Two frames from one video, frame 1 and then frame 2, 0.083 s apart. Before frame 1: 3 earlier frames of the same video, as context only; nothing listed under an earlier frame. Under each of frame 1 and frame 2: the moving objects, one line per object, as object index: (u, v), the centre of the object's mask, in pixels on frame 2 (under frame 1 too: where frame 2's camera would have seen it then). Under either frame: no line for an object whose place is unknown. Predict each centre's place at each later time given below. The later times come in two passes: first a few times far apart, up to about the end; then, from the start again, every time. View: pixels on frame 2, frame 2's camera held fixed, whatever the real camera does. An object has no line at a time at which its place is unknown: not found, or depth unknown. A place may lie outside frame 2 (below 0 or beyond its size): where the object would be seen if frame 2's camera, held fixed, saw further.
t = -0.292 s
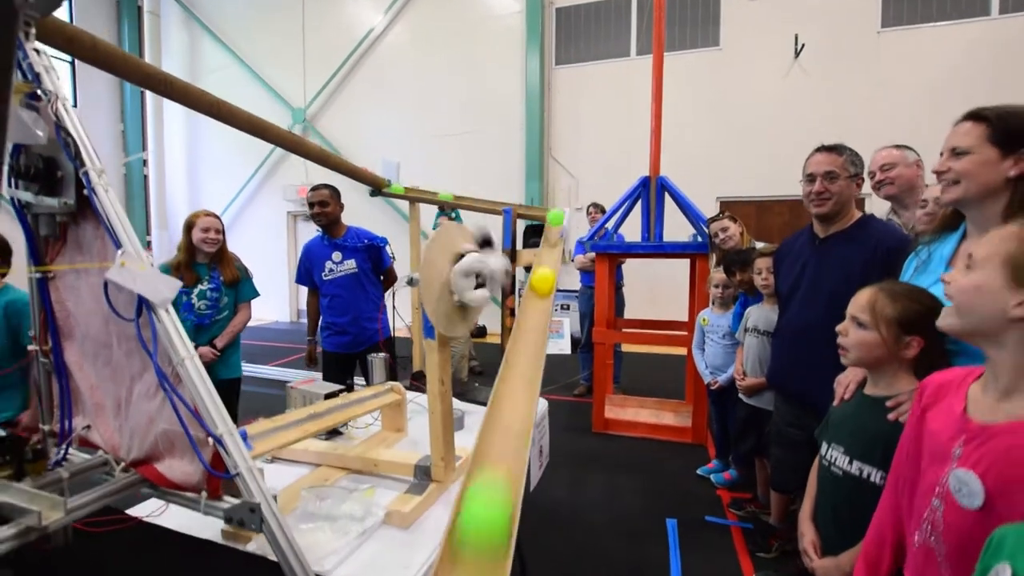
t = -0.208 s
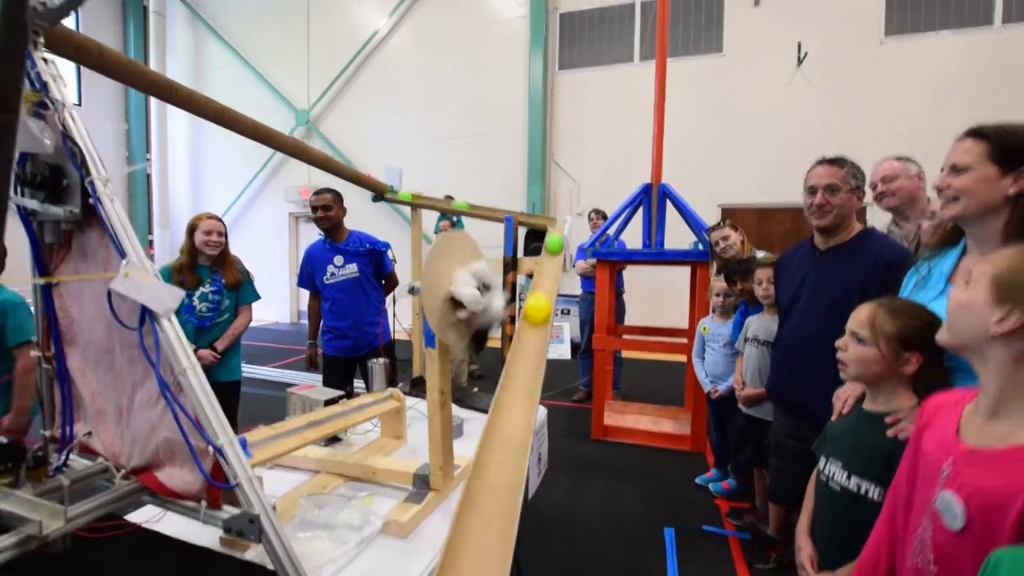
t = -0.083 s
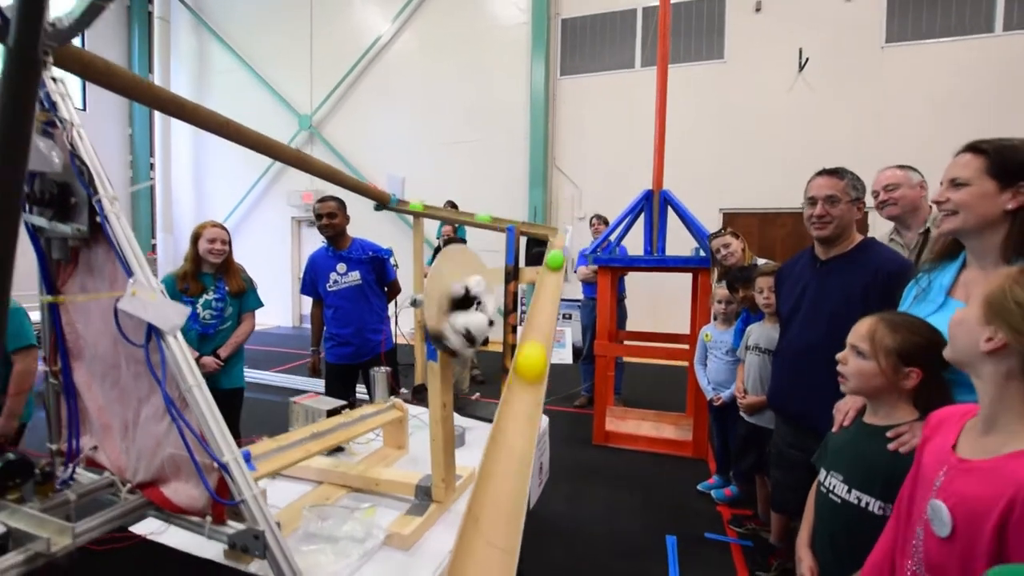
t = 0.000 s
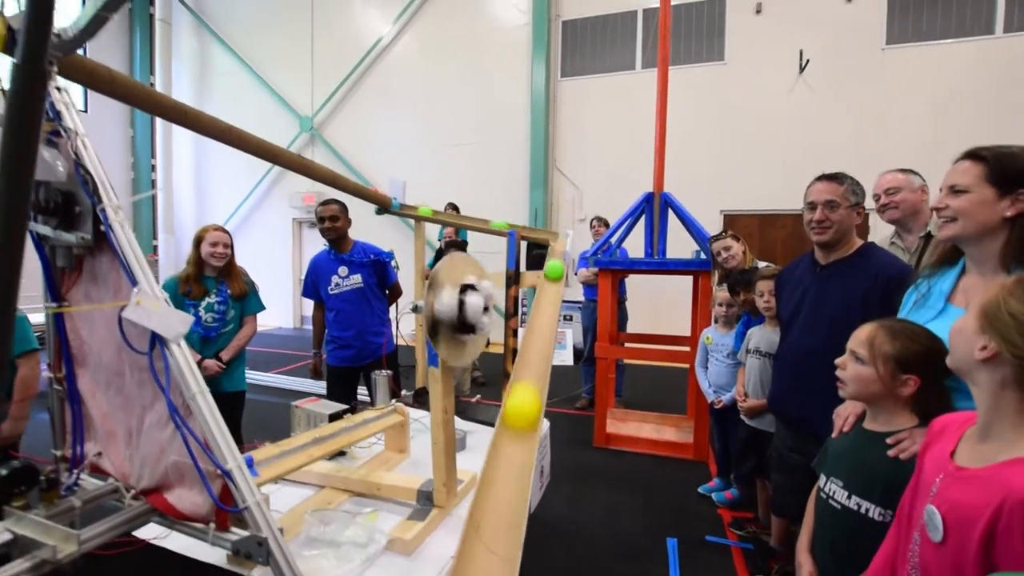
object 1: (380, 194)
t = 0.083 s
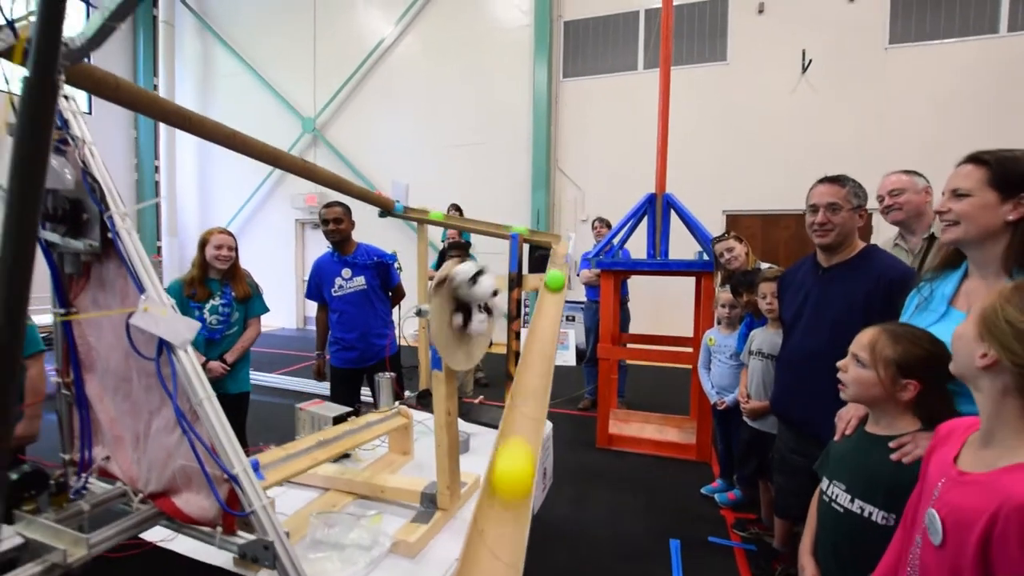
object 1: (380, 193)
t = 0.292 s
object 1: (381, 193)
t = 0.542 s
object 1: (396, 206)
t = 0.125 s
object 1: (381, 194)
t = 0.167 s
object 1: (381, 194)
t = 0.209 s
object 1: (382, 194)
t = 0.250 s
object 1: (382, 194)
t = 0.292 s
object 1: (381, 193)
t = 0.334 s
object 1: (380, 193)
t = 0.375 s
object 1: (381, 193)
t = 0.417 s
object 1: (383, 194)
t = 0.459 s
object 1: (394, 204)
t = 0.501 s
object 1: (396, 205)
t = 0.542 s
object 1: (396, 206)
